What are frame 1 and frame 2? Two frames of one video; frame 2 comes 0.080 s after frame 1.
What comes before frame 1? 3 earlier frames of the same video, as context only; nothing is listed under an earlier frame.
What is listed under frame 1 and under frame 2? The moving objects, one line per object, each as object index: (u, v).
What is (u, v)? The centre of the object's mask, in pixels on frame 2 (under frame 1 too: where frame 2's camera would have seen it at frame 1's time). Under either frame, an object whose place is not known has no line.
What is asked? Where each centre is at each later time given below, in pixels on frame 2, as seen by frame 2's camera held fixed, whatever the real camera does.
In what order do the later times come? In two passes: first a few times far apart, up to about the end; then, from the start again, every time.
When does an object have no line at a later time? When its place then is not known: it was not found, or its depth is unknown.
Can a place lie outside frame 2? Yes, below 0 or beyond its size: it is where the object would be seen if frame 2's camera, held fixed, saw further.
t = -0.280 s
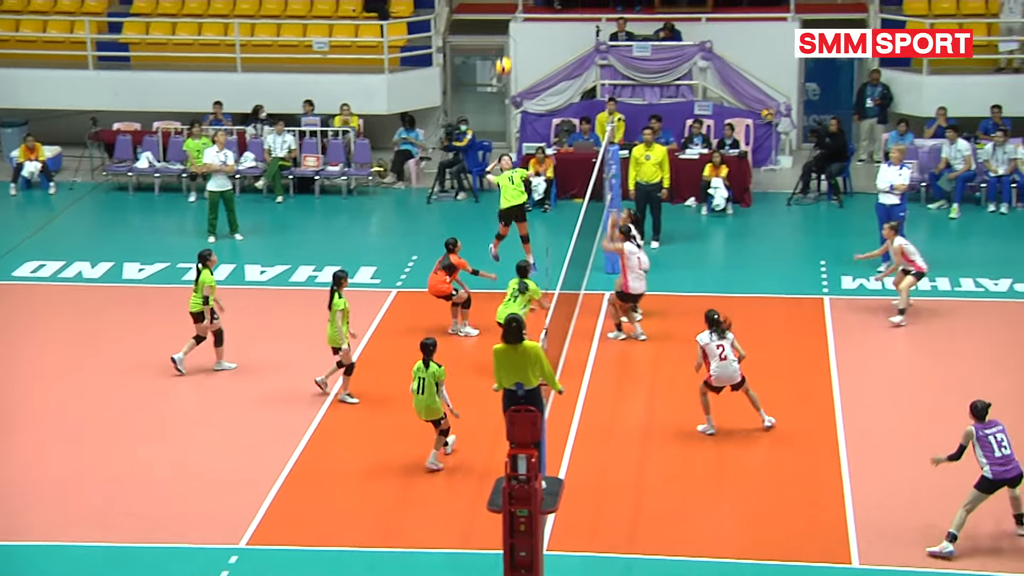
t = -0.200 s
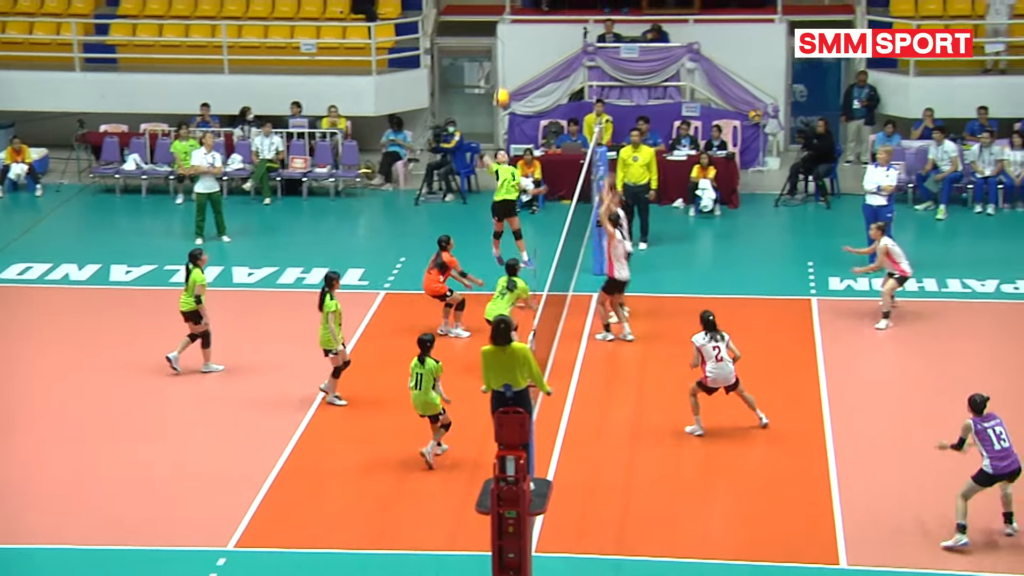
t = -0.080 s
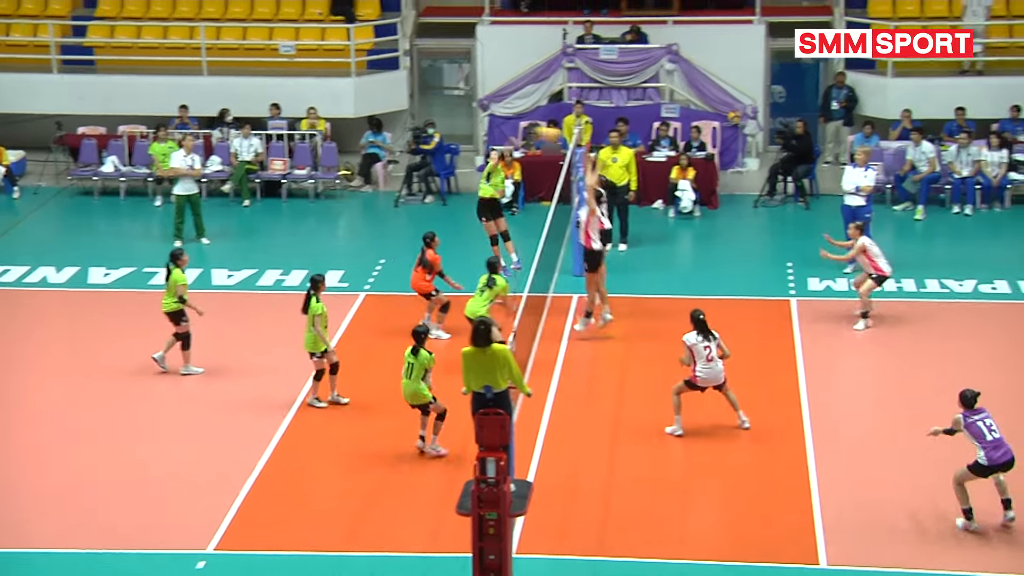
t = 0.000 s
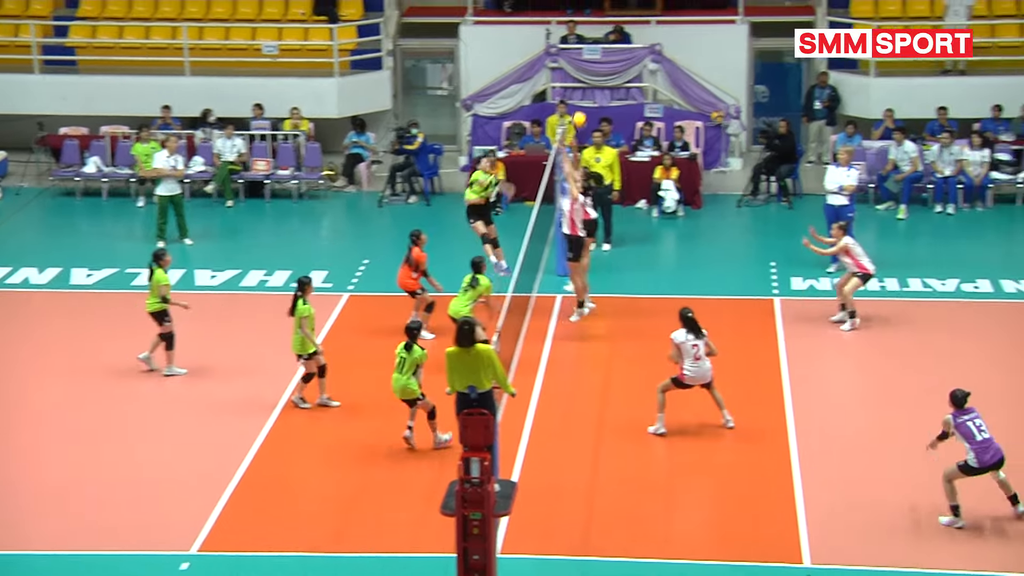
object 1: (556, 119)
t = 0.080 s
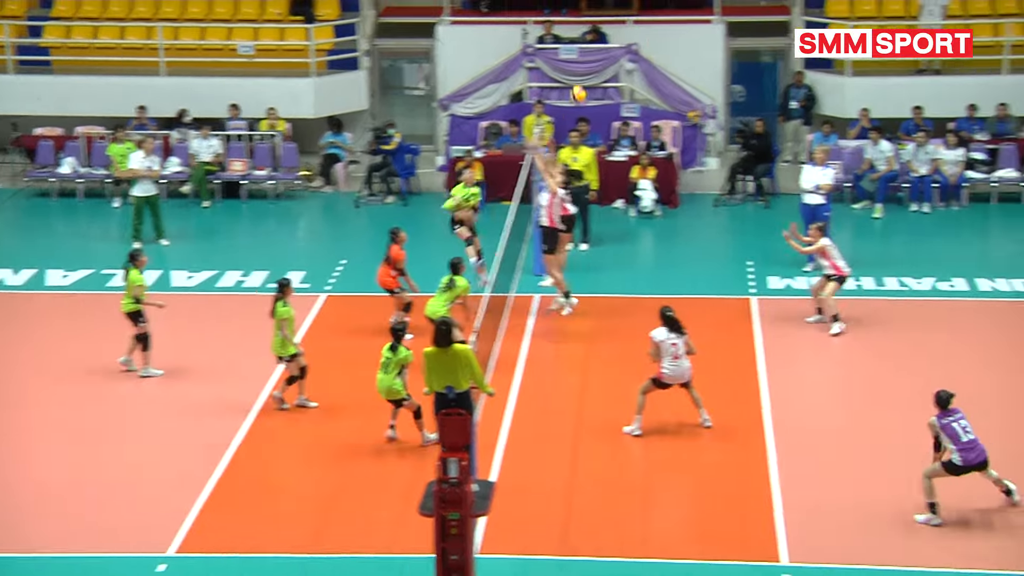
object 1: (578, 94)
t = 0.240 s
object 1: (622, 57)
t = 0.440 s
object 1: (677, 38)
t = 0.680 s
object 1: (742, 56)
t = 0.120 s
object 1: (589, 83)
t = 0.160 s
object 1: (600, 73)
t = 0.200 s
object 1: (611, 65)
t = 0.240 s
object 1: (622, 57)
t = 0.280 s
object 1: (633, 50)
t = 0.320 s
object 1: (644, 45)
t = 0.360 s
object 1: (655, 42)
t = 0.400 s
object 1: (666, 39)
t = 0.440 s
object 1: (677, 38)
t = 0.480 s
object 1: (688, 38)
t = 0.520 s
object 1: (699, 40)
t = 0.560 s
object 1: (709, 41)
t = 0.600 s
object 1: (722, 45)
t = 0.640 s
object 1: (732, 49)
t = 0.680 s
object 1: (742, 56)
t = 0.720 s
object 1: (753, 62)
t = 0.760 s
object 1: (764, 70)
